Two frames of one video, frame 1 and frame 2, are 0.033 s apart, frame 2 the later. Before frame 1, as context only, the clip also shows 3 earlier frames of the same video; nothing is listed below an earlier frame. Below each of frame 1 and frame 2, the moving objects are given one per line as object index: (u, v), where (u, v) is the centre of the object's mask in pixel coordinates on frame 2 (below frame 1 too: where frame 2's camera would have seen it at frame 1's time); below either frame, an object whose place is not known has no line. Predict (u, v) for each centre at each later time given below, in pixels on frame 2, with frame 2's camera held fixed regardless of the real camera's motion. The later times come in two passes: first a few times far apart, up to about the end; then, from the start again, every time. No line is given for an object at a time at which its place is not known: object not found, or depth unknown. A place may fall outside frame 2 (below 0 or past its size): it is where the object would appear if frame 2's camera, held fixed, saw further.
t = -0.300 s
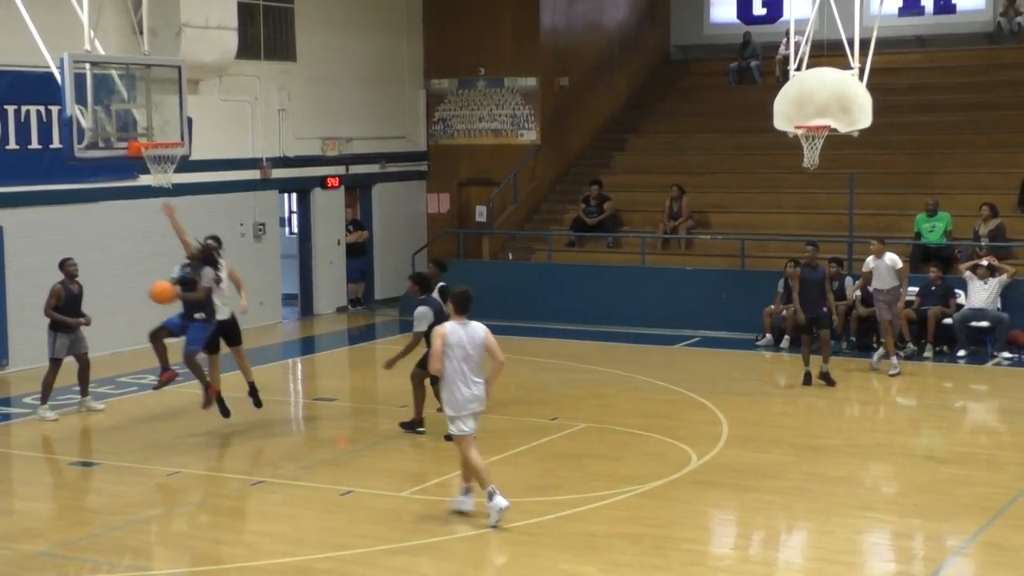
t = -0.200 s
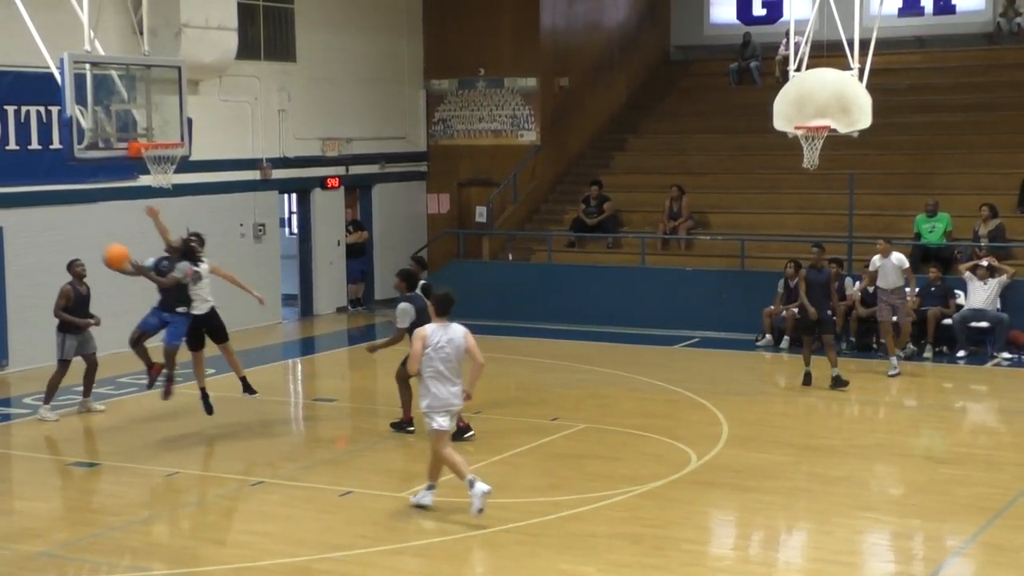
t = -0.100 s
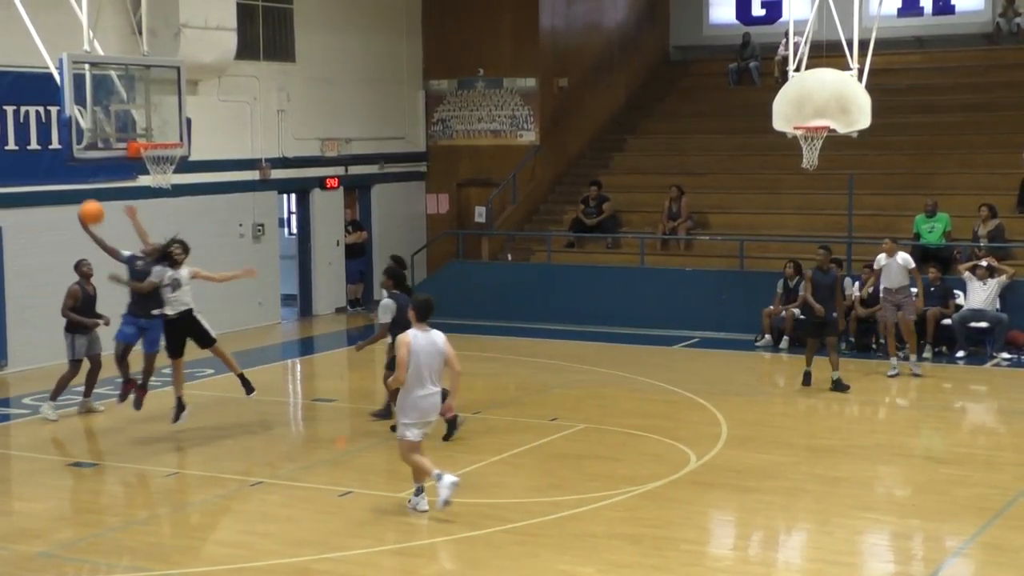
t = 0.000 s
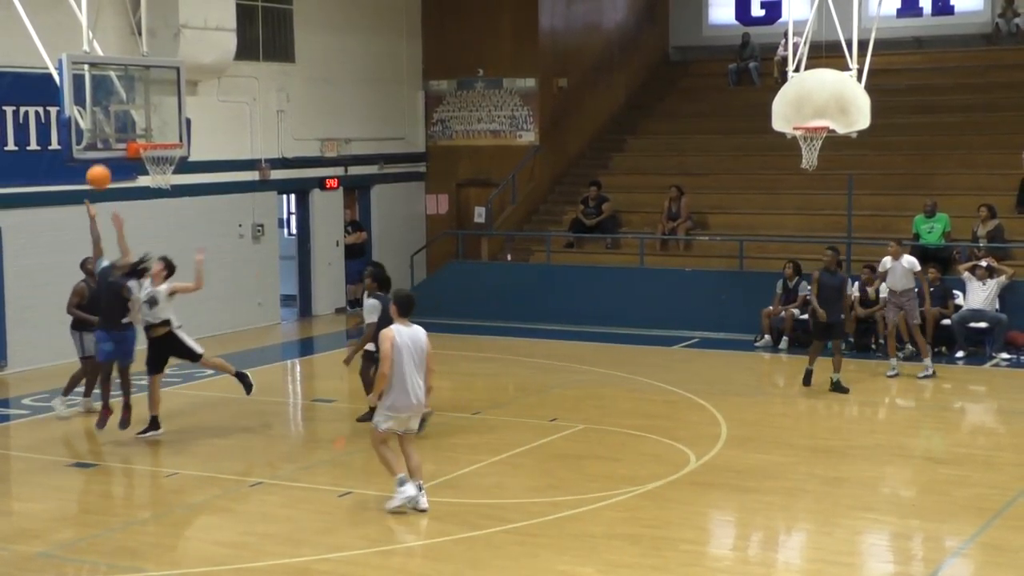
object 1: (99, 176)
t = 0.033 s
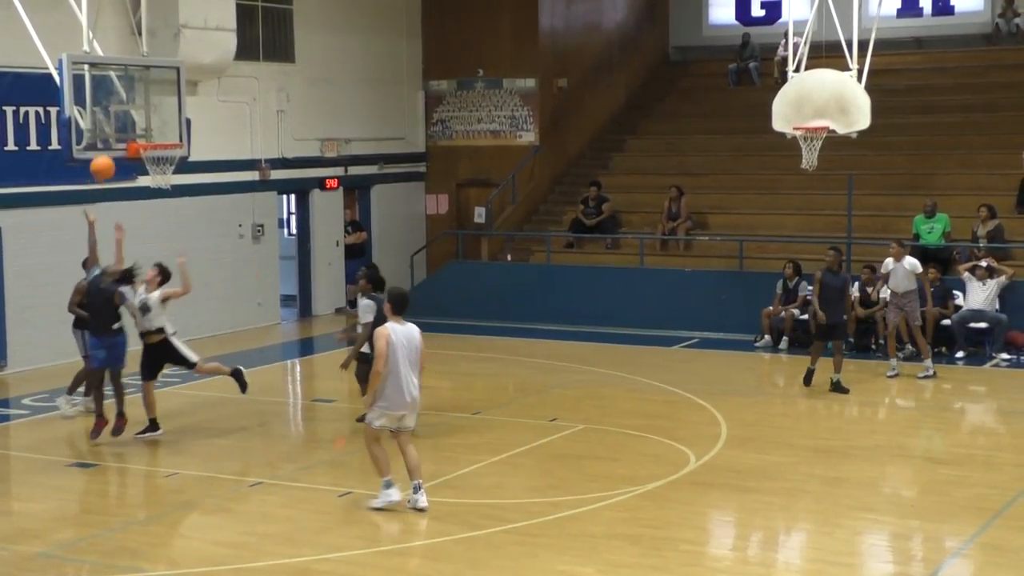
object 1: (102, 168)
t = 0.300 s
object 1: (133, 130)
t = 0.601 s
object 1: (172, 144)
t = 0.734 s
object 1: (189, 173)
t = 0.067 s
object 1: (106, 159)
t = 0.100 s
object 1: (110, 151)
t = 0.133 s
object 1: (114, 145)
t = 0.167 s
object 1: (118, 139)
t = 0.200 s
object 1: (122, 135)
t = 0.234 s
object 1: (125, 132)
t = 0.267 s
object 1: (129, 131)
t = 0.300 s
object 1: (133, 130)
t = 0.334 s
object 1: (137, 129)
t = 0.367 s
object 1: (141, 131)
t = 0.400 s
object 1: (144, 132)
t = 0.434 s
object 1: (148, 132)
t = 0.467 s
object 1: (153, 132)
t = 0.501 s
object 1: (157, 134)
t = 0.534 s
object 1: (162, 135)
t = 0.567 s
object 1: (167, 137)
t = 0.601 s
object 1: (172, 144)
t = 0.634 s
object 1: (176, 153)
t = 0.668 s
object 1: (180, 158)
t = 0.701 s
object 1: (185, 165)
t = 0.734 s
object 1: (189, 173)
